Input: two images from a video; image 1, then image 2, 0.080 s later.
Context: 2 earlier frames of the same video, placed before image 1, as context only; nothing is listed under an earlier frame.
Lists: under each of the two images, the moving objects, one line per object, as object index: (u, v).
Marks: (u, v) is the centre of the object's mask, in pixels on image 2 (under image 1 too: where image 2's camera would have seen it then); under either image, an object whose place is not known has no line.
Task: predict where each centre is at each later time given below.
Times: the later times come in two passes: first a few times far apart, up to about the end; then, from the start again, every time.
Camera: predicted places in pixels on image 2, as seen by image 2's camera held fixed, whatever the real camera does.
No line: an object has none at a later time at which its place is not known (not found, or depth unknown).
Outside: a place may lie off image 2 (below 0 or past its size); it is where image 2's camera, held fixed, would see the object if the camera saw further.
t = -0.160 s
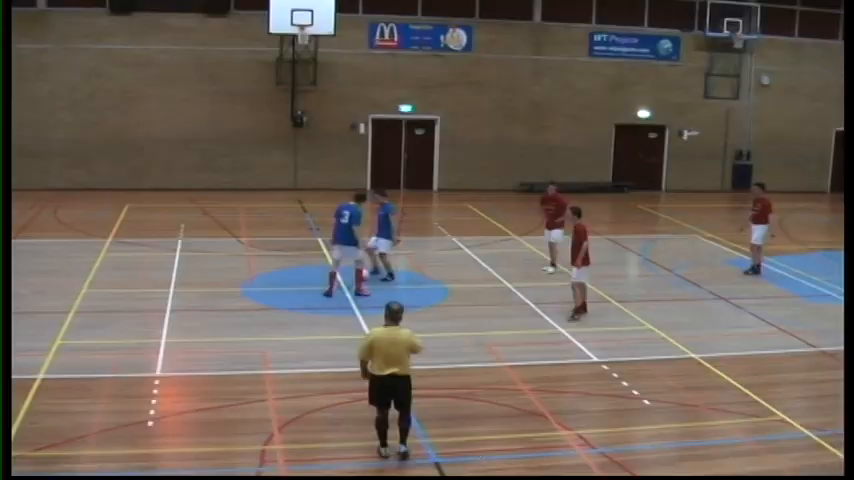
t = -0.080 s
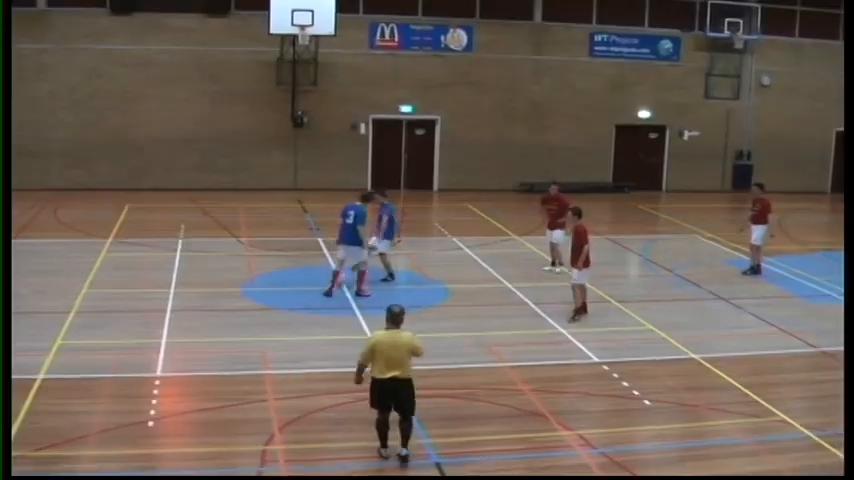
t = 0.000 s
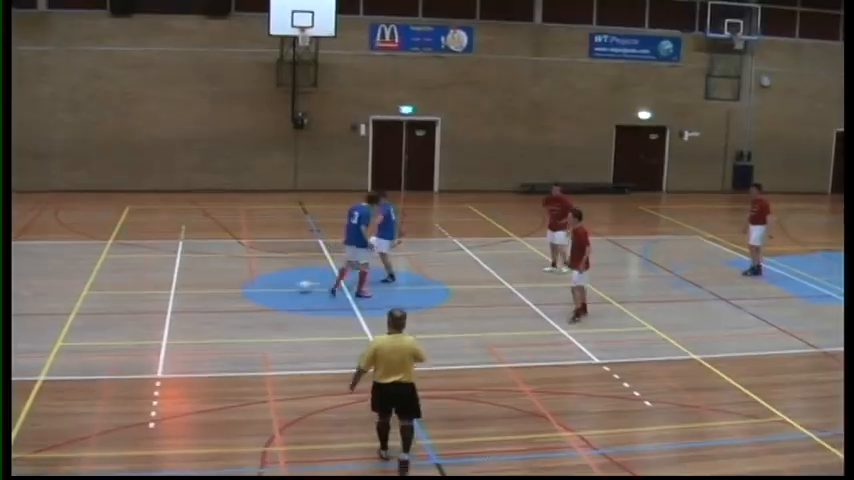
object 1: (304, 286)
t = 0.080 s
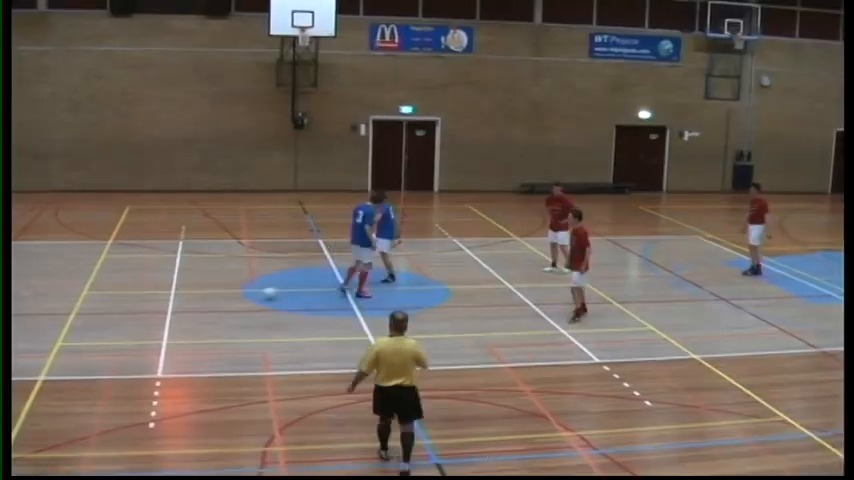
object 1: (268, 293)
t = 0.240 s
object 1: (195, 306)
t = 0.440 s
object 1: (109, 323)
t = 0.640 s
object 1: (21, 340)
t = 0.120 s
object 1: (251, 297)
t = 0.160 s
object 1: (232, 300)
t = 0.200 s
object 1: (215, 304)
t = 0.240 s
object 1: (195, 306)
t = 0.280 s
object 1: (181, 310)
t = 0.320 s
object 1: (162, 314)
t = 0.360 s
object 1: (145, 317)
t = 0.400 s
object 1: (128, 319)
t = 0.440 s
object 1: (109, 323)
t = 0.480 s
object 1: (91, 327)
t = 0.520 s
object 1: (74, 330)
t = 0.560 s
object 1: (56, 334)
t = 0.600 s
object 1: (37, 337)
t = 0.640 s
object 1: (21, 340)
